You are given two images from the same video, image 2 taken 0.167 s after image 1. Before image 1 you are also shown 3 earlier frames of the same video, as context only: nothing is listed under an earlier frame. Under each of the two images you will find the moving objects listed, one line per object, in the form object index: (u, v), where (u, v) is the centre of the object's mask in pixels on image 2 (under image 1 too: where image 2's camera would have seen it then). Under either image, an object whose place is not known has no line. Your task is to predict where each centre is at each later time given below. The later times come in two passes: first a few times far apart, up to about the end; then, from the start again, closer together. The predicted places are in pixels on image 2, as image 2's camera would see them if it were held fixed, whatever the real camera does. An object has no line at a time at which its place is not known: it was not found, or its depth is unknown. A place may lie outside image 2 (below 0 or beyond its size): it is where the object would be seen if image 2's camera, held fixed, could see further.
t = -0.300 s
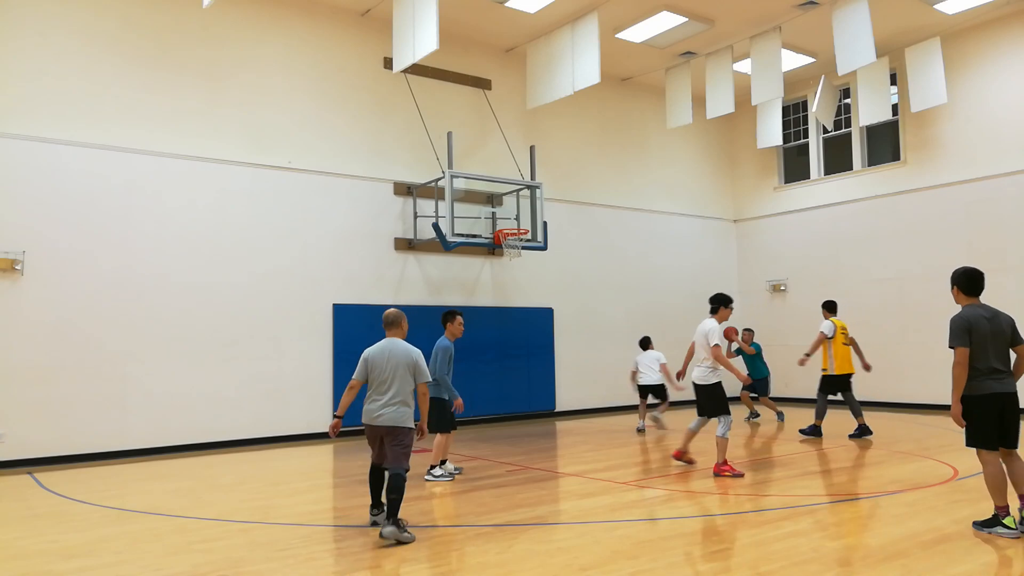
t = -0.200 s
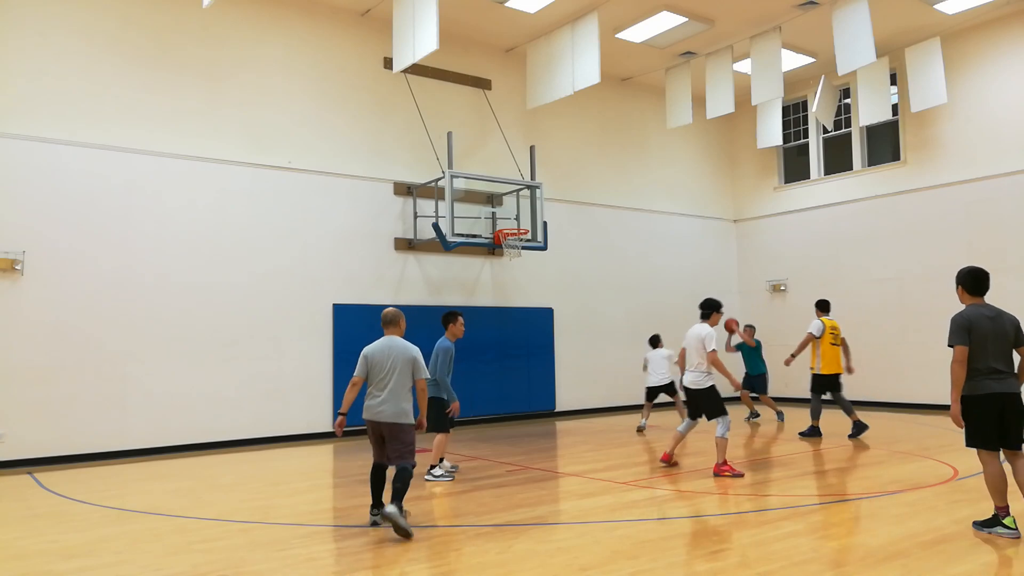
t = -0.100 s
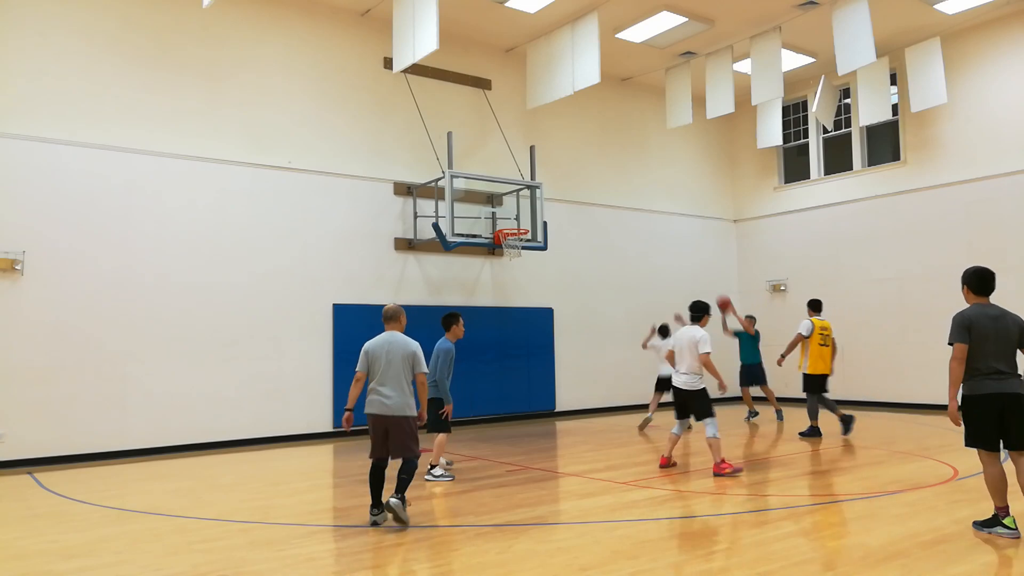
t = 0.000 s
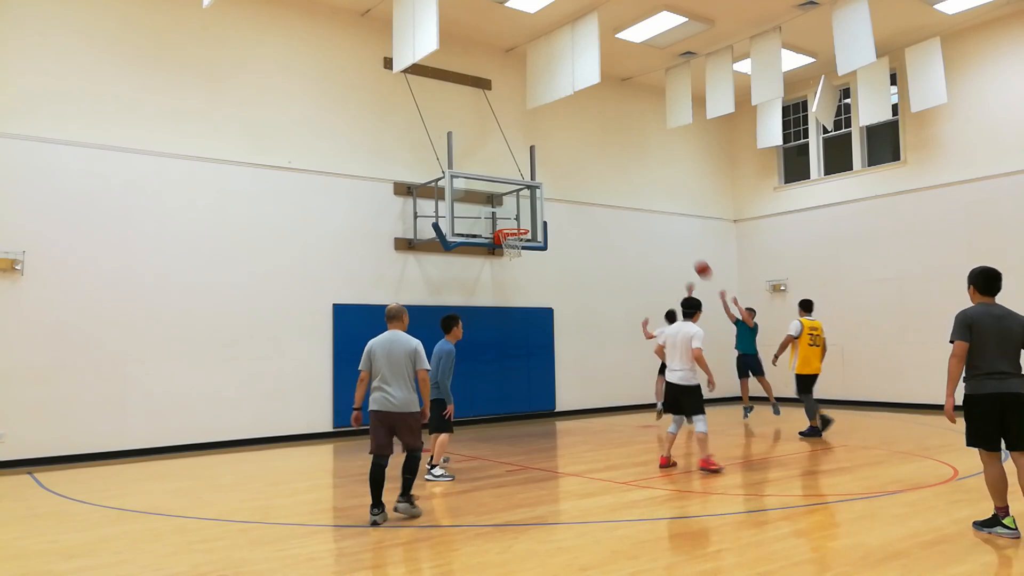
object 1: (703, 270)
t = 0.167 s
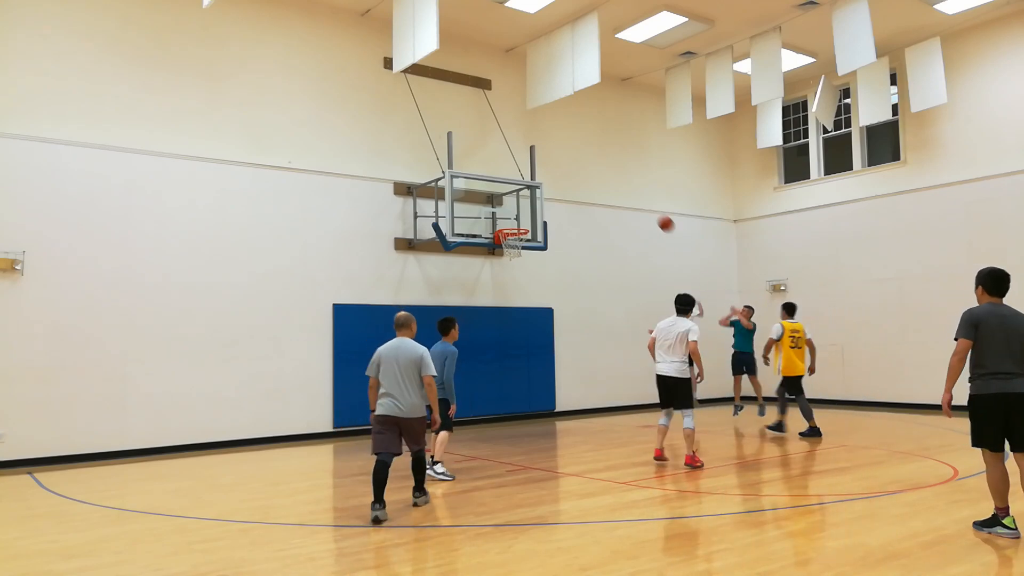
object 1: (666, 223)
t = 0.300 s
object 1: (636, 198)
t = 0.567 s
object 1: (578, 180)
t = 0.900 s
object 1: (511, 214)
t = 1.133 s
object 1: (514, 241)
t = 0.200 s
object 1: (658, 216)
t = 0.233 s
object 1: (651, 209)
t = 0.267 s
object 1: (643, 204)
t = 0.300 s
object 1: (636, 198)
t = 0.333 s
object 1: (629, 194)
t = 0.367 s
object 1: (622, 190)
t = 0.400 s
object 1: (614, 187)
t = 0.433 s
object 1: (607, 184)
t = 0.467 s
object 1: (600, 182)
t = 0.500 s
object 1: (593, 181)
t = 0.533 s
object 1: (585, 180)
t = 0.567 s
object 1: (578, 180)
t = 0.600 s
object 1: (571, 181)
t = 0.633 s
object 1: (564, 182)
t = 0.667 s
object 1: (557, 184)
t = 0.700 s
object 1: (550, 186)
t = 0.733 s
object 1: (543, 189)
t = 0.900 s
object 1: (511, 214)
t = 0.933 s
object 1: (509, 218)
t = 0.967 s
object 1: (508, 223)
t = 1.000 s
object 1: (508, 225)
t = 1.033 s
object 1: (510, 229)
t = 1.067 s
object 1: (510, 232)
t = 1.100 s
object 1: (512, 237)
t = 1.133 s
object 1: (514, 241)
